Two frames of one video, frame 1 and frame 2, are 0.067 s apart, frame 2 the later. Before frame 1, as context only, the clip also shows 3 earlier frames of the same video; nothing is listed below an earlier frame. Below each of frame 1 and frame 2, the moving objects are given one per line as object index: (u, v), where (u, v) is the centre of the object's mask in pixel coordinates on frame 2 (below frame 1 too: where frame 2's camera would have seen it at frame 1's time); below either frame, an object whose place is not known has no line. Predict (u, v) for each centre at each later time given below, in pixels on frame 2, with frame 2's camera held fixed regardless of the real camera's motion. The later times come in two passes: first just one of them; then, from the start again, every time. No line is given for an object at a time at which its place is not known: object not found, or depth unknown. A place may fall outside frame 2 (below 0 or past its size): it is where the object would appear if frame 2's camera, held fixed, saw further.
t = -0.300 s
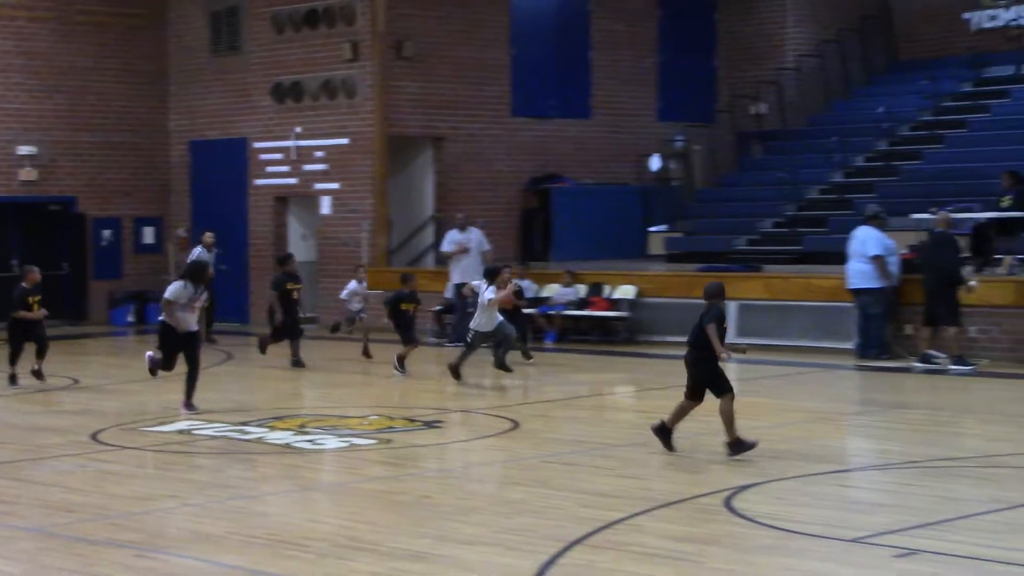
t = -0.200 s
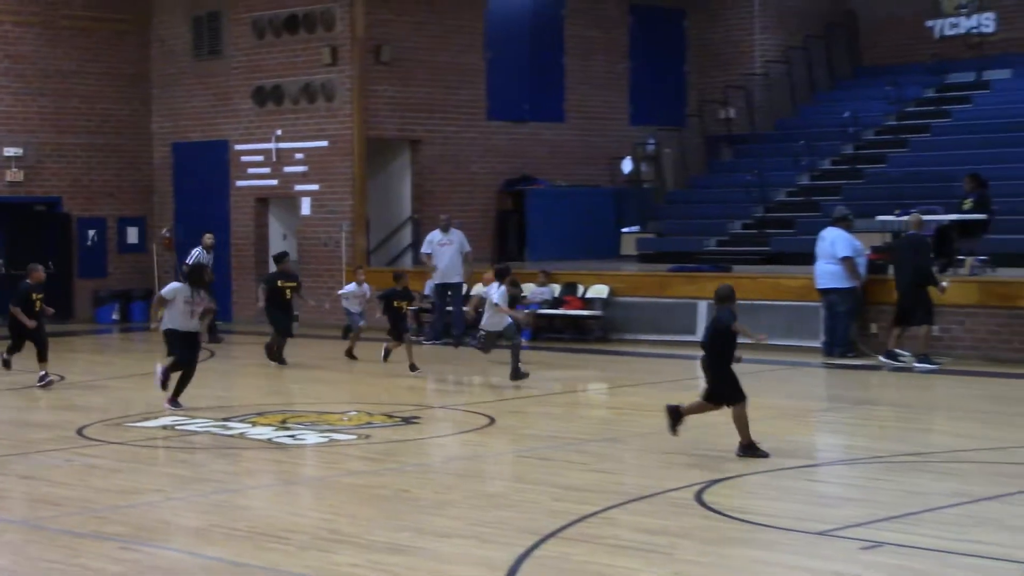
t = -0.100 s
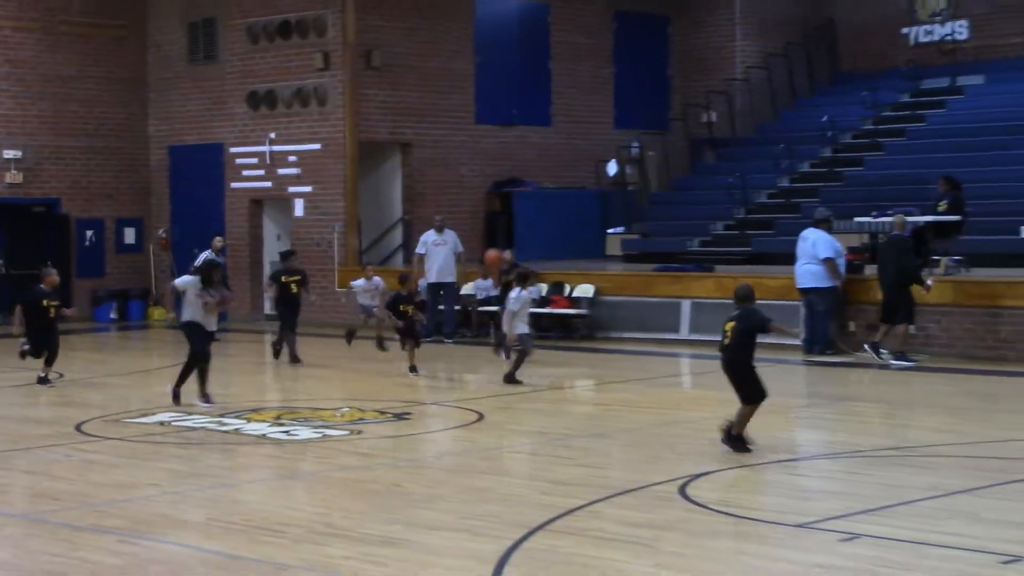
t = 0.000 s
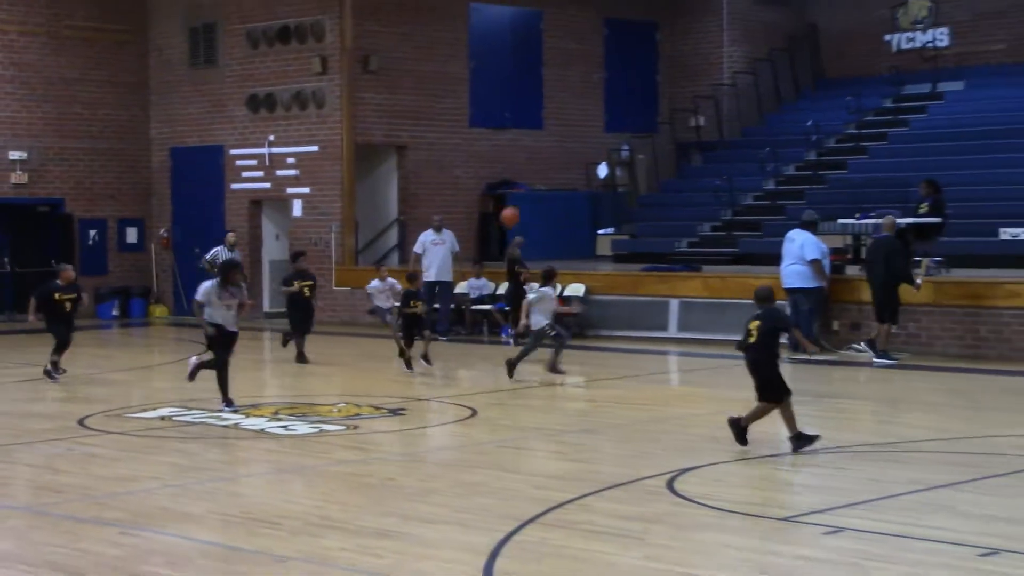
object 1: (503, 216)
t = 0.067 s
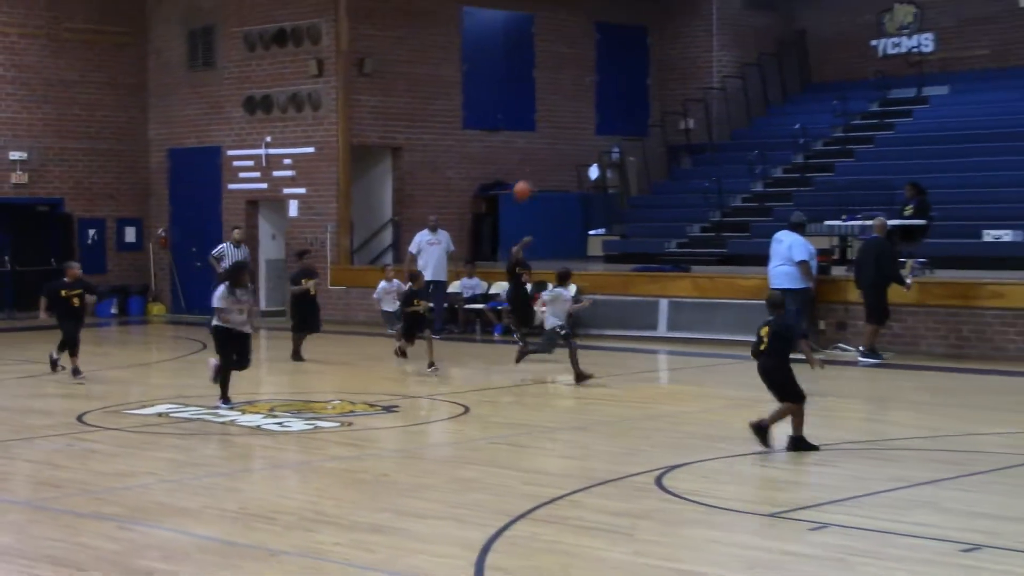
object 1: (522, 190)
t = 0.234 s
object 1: (575, 137)
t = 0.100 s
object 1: (533, 178)
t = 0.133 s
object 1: (543, 167)
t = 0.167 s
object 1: (553, 156)
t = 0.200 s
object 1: (563, 146)
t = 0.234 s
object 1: (575, 137)
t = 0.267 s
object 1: (586, 128)
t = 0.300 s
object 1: (598, 121)
